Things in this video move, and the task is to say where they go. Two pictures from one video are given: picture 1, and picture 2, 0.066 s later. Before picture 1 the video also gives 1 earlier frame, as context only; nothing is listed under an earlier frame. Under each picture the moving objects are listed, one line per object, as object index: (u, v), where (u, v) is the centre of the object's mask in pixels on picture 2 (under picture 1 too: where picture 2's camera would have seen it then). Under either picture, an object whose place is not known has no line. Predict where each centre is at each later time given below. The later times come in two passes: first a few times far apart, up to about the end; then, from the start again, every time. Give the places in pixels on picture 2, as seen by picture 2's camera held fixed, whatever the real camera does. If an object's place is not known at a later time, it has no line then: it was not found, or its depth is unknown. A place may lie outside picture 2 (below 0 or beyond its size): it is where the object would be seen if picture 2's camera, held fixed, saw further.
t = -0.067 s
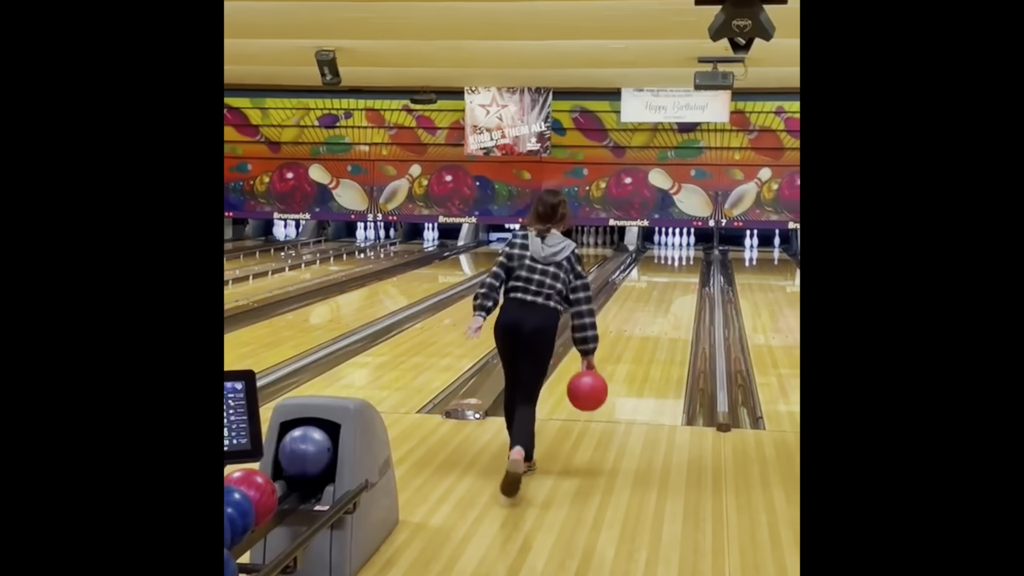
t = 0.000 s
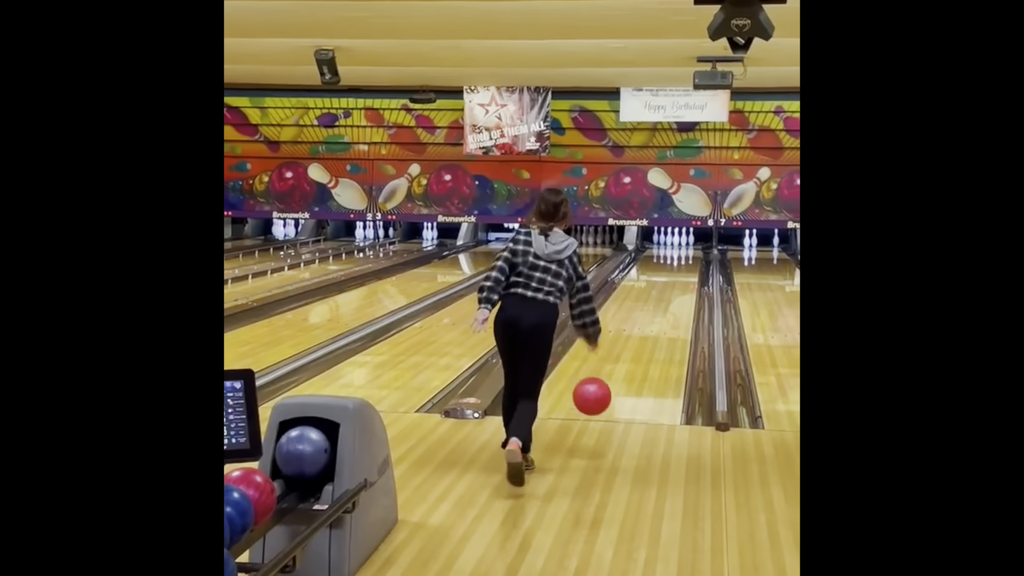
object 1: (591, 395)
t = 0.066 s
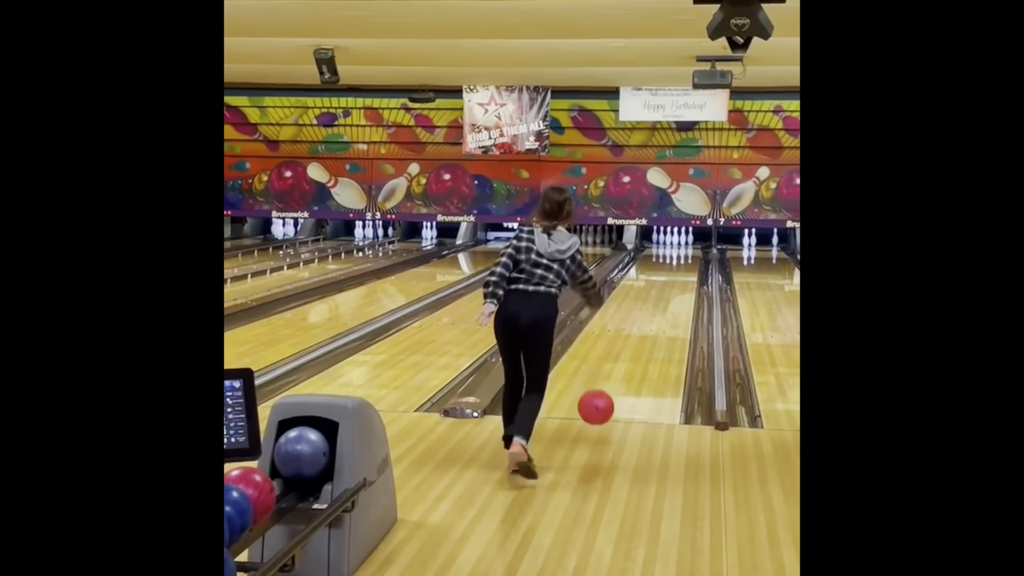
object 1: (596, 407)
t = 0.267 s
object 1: (608, 391)
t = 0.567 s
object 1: (622, 351)
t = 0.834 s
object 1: (631, 327)
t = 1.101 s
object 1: (638, 309)
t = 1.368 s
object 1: (644, 295)
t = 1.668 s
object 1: (649, 282)
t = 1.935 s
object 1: (653, 273)
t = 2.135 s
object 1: (656, 268)
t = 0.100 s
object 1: (598, 415)
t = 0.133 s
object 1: (600, 411)
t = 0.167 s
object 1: (602, 403)
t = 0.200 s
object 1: (604, 397)
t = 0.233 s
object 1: (606, 393)
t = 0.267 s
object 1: (608, 391)
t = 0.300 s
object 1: (610, 385)
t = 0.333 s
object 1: (612, 380)
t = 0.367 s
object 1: (613, 376)
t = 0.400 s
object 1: (615, 371)
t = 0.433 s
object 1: (616, 367)
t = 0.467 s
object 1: (618, 363)
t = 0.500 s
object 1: (619, 359)
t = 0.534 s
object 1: (621, 355)
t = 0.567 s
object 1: (622, 351)
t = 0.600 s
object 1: (623, 348)
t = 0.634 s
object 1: (624, 345)
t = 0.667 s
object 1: (626, 342)
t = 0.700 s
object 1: (627, 339)
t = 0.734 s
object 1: (628, 336)
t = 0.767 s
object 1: (629, 333)
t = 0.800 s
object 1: (630, 330)
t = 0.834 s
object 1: (631, 327)
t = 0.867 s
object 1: (632, 325)
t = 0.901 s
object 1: (633, 322)
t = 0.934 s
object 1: (634, 320)
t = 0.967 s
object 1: (635, 318)
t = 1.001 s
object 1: (636, 315)
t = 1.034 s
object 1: (636, 313)
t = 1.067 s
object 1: (637, 312)
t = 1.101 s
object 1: (638, 309)
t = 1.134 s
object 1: (639, 308)
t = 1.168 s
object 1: (640, 306)
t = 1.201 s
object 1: (641, 304)
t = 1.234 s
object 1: (641, 302)
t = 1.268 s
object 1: (642, 300)
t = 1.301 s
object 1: (643, 298)
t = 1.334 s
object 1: (643, 297)
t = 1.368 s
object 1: (644, 295)
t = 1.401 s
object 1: (645, 294)
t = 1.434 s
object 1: (645, 292)
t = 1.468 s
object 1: (646, 291)
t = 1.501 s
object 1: (647, 289)
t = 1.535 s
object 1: (647, 288)
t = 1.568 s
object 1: (648, 286)
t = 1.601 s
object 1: (648, 285)
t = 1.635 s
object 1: (649, 284)
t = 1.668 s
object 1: (649, 282)
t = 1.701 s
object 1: (650, 282)
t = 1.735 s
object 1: (650, 281)
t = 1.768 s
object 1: (651, 279)
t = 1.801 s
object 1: (651, 277)
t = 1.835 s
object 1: (652, 276)
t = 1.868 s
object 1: (652, 275)
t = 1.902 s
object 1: (653, 274)
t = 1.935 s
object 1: (653, 273)
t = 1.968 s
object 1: (654, 272)
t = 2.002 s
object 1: (654, 270)
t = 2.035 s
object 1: (654, 270)
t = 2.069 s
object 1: (655, 269)
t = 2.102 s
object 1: (655, 268)
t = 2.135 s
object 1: (656, 268)
